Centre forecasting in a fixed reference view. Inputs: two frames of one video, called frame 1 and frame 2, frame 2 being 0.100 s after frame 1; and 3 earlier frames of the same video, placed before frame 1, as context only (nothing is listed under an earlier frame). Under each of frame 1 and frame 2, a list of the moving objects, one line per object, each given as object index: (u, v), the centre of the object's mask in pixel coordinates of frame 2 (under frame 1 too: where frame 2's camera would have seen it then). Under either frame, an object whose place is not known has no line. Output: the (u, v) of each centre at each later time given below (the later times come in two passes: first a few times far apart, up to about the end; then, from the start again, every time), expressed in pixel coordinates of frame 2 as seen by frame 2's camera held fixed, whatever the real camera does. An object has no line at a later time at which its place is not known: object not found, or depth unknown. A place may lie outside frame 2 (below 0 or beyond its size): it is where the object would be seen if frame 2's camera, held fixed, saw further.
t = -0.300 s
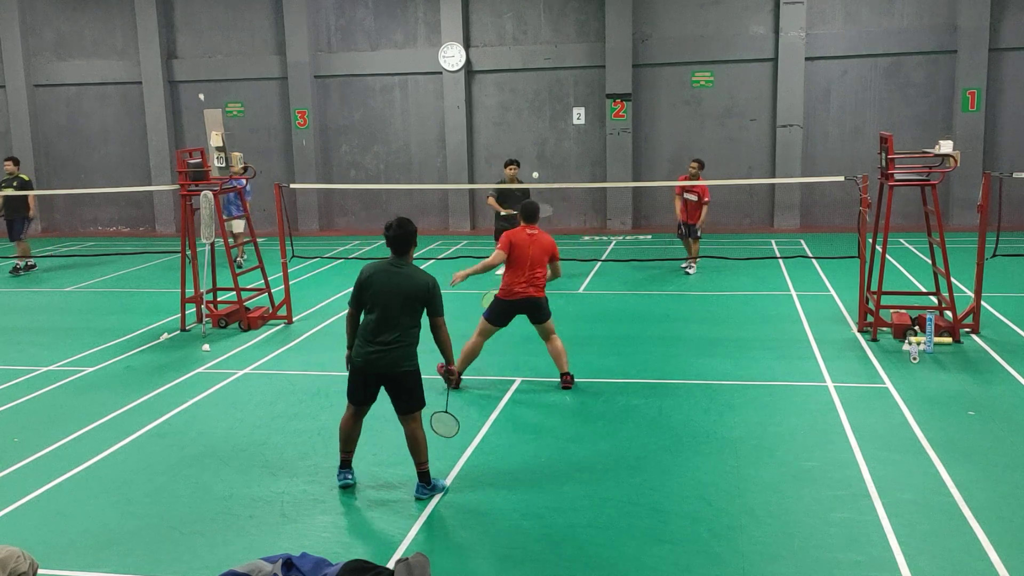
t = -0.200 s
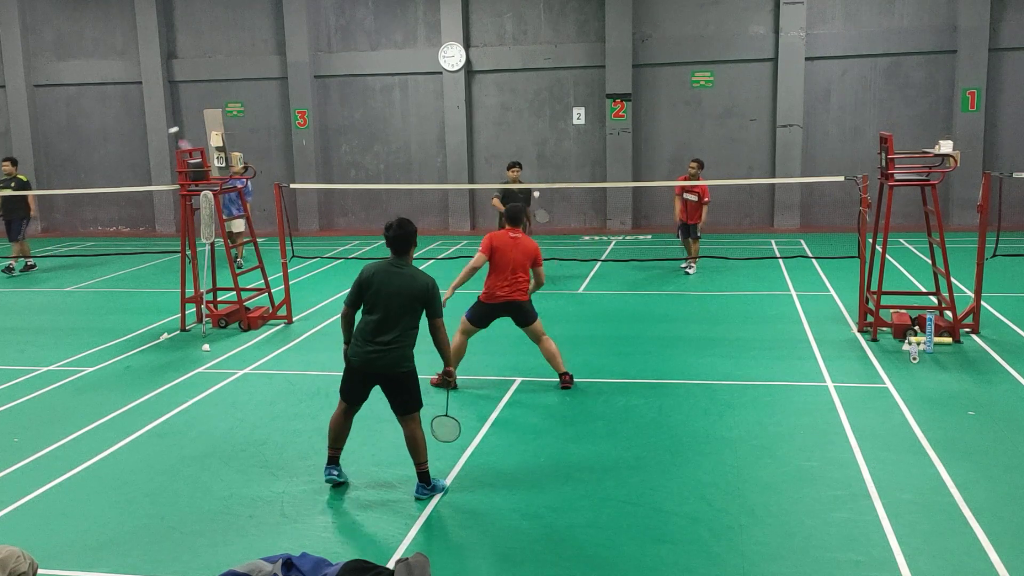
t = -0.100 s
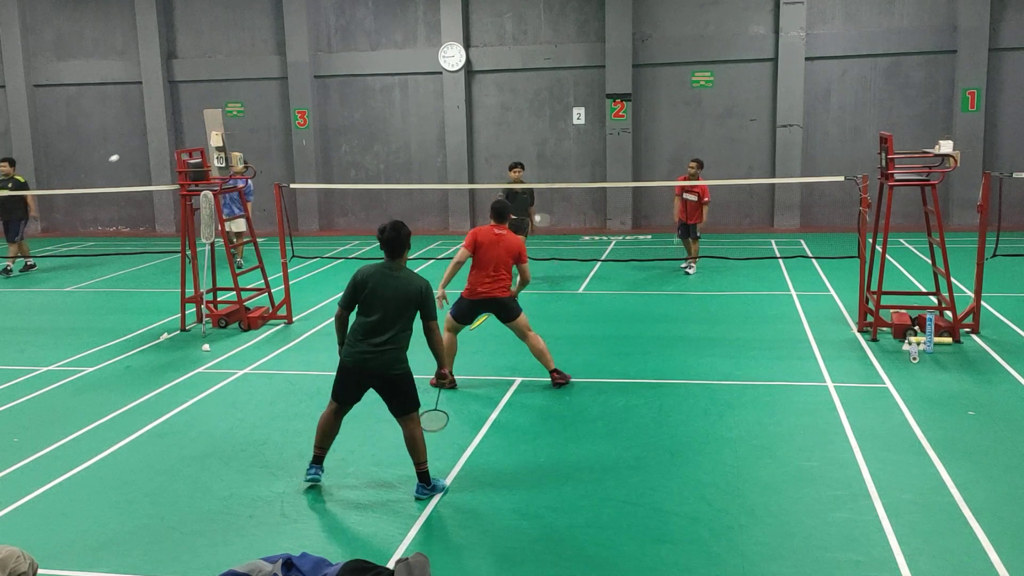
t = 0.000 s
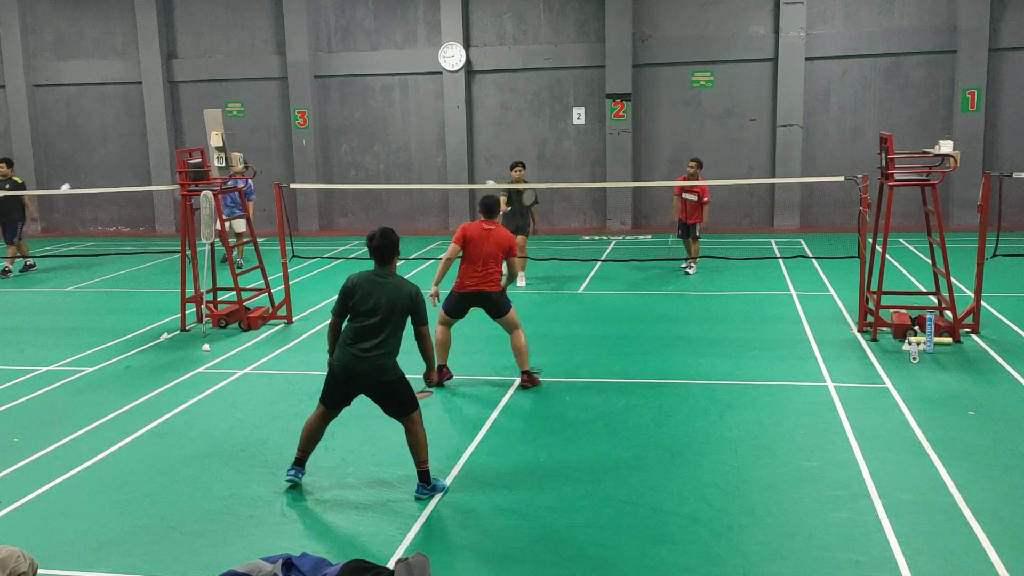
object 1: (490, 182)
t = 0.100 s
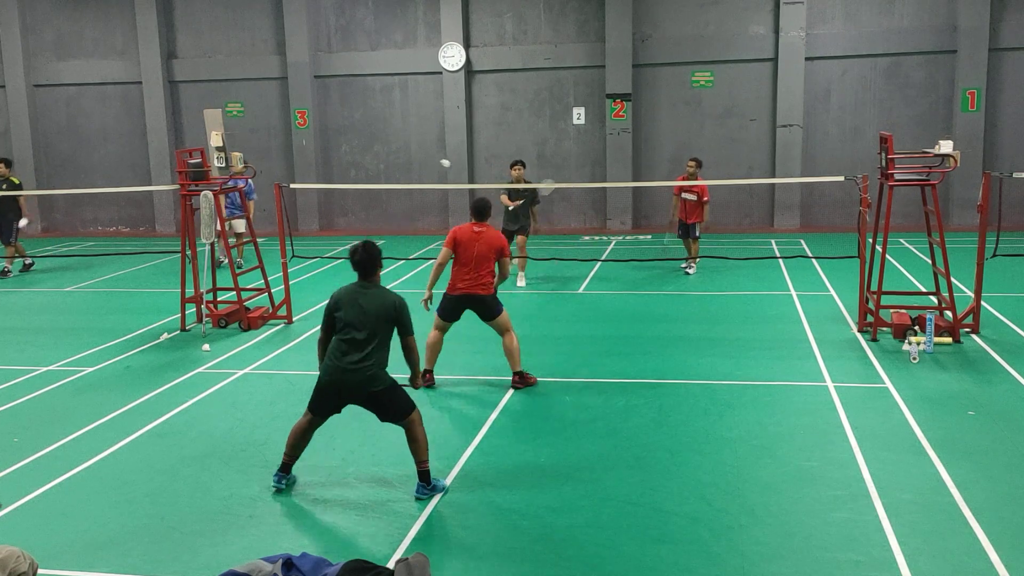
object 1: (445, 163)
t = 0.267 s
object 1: (377, 149)
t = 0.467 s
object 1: (300, 172)
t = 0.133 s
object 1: (431, 158)
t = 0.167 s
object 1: (417, 154)
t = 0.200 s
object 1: (404, 152)
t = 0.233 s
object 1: (390, 150)
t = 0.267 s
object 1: (377, 149)
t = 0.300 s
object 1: (363, 150)
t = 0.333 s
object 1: (350, 152)
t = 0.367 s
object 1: (337, 156)
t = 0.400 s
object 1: (324, 160)
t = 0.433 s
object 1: (312, 166)
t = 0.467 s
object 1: (300, 172)
